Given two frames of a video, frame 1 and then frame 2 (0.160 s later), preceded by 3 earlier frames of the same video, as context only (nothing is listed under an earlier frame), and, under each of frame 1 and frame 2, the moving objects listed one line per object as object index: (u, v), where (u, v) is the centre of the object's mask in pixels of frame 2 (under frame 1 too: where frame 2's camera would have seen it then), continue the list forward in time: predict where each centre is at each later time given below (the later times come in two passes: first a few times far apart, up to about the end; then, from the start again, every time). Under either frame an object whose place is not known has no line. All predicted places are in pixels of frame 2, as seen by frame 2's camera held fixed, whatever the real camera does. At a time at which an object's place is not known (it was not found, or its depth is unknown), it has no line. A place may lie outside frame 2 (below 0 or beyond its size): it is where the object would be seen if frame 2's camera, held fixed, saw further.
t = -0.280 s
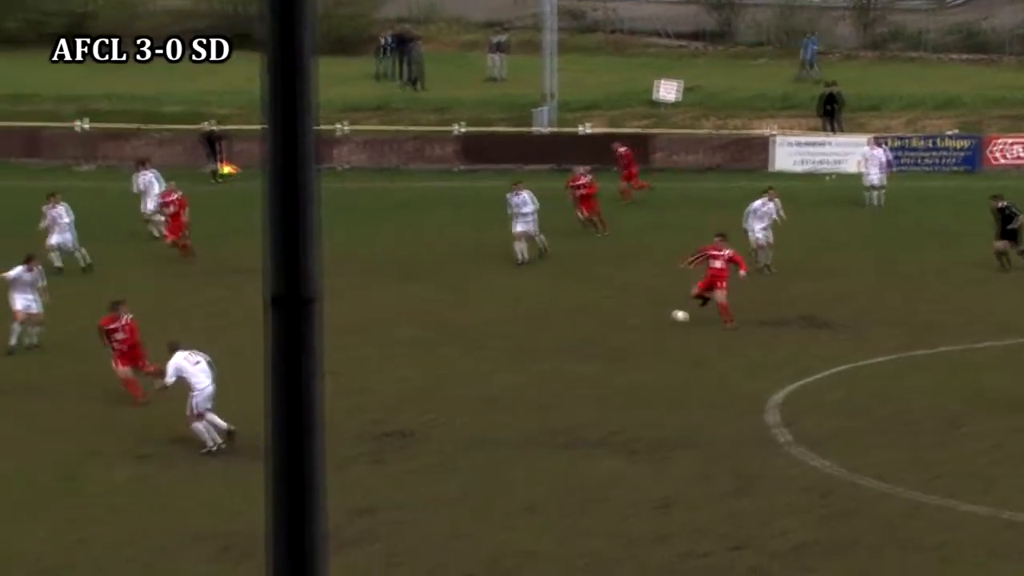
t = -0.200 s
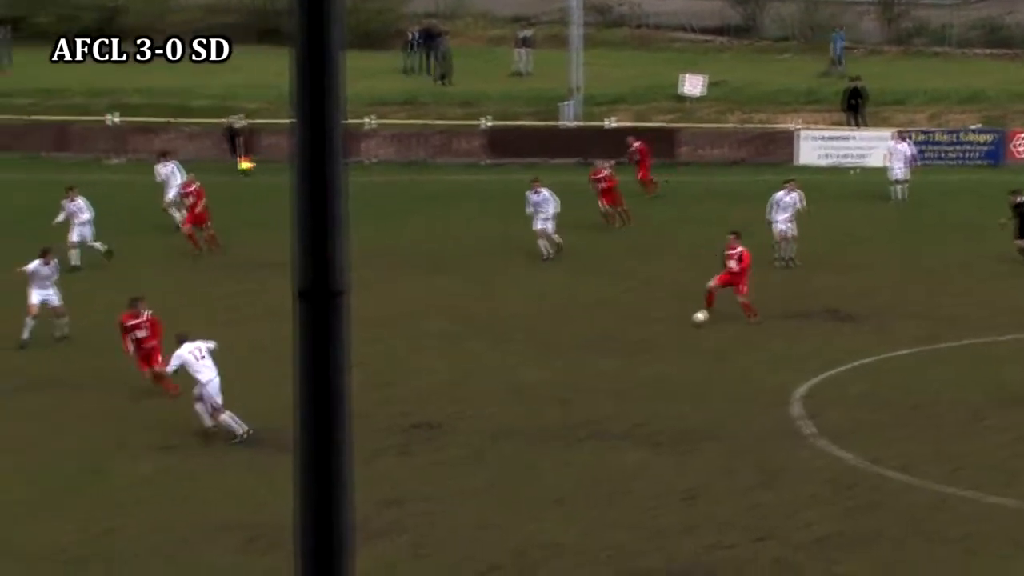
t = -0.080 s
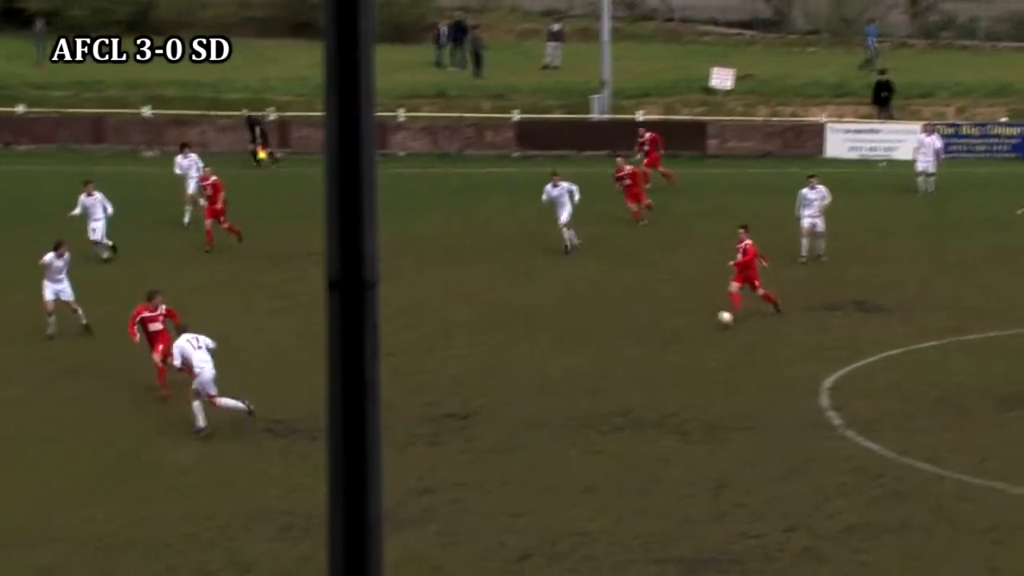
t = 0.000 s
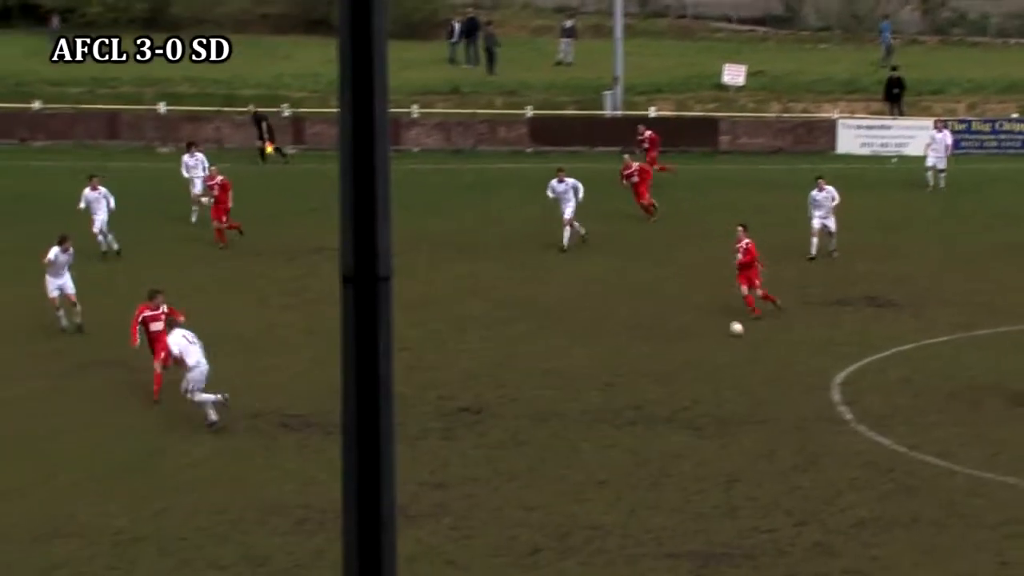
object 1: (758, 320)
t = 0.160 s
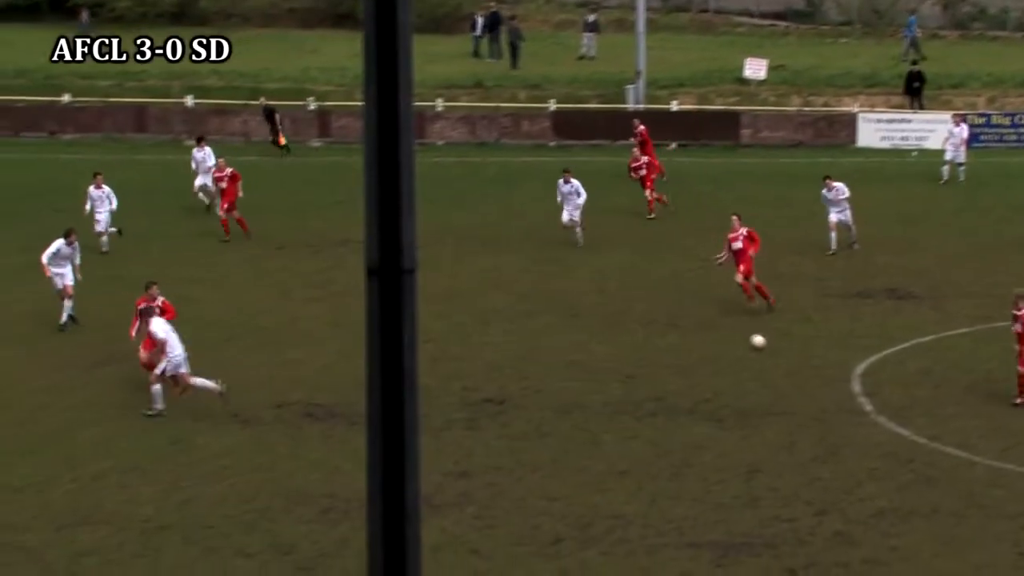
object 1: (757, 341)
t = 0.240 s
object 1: (758, 348)
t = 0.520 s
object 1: (764, 385)
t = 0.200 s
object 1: (758, 345)
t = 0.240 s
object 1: (758, 348)
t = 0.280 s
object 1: (759, 351)
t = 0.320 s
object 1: (759, 356)
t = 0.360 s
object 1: (760, 361)
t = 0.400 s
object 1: (761, 368)
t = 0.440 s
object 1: (761, 375)
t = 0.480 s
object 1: (762, 380)
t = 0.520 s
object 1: (764, 385)
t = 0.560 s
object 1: (765, 391)
